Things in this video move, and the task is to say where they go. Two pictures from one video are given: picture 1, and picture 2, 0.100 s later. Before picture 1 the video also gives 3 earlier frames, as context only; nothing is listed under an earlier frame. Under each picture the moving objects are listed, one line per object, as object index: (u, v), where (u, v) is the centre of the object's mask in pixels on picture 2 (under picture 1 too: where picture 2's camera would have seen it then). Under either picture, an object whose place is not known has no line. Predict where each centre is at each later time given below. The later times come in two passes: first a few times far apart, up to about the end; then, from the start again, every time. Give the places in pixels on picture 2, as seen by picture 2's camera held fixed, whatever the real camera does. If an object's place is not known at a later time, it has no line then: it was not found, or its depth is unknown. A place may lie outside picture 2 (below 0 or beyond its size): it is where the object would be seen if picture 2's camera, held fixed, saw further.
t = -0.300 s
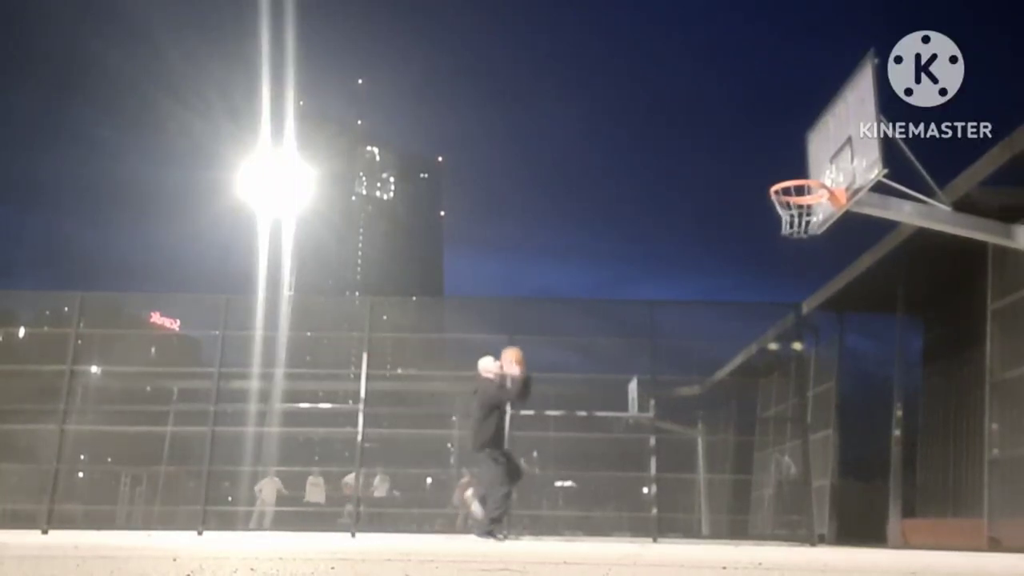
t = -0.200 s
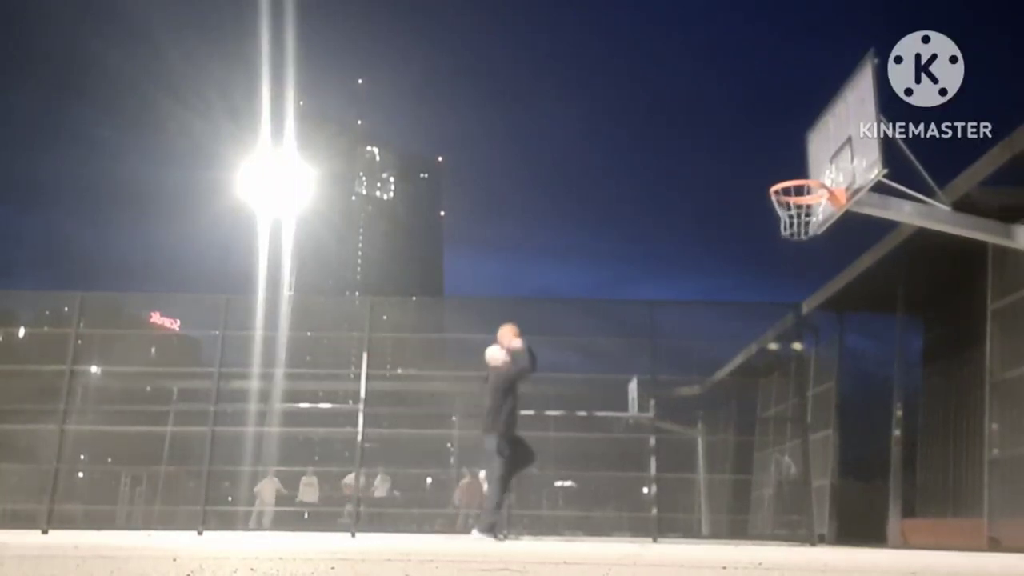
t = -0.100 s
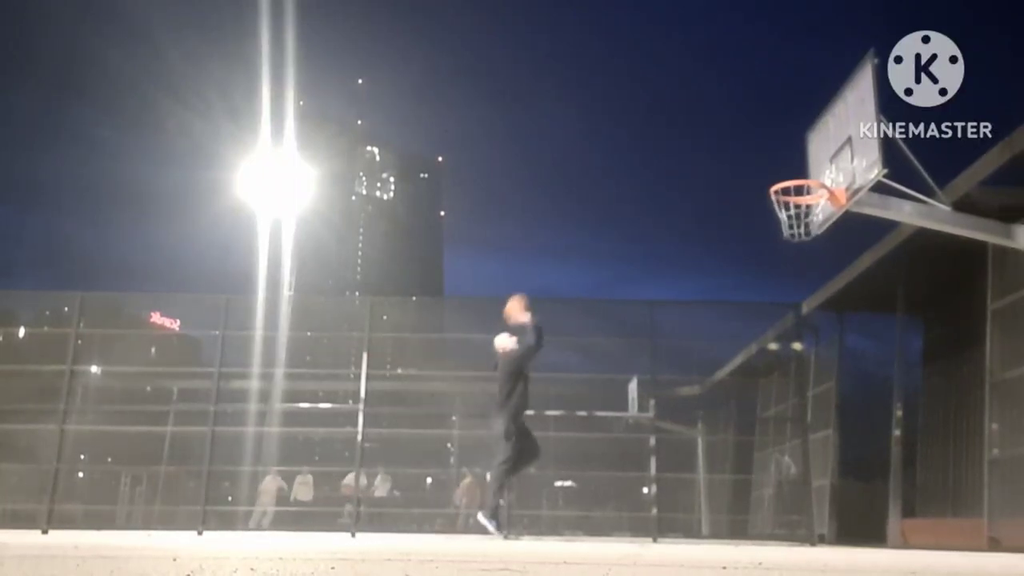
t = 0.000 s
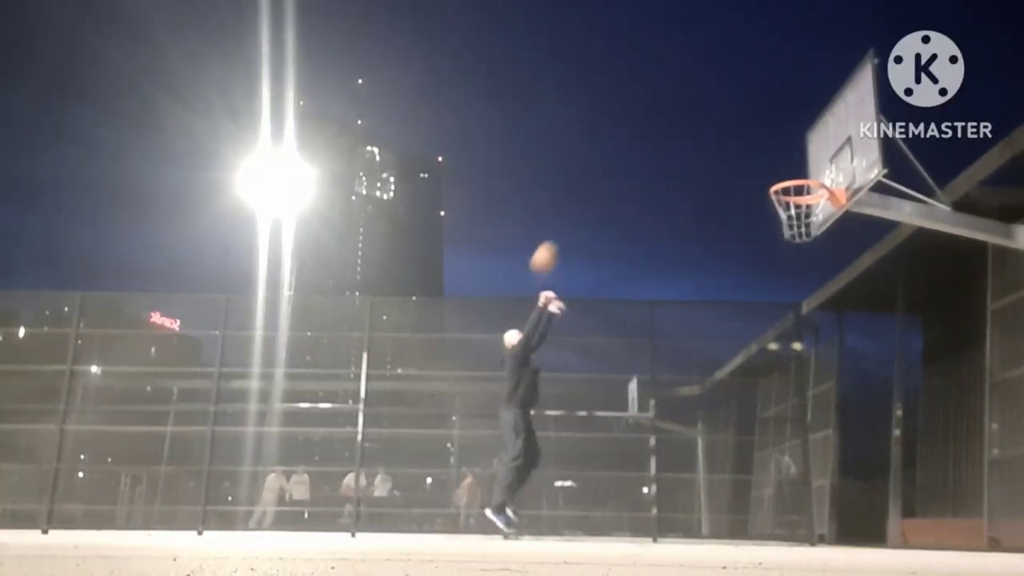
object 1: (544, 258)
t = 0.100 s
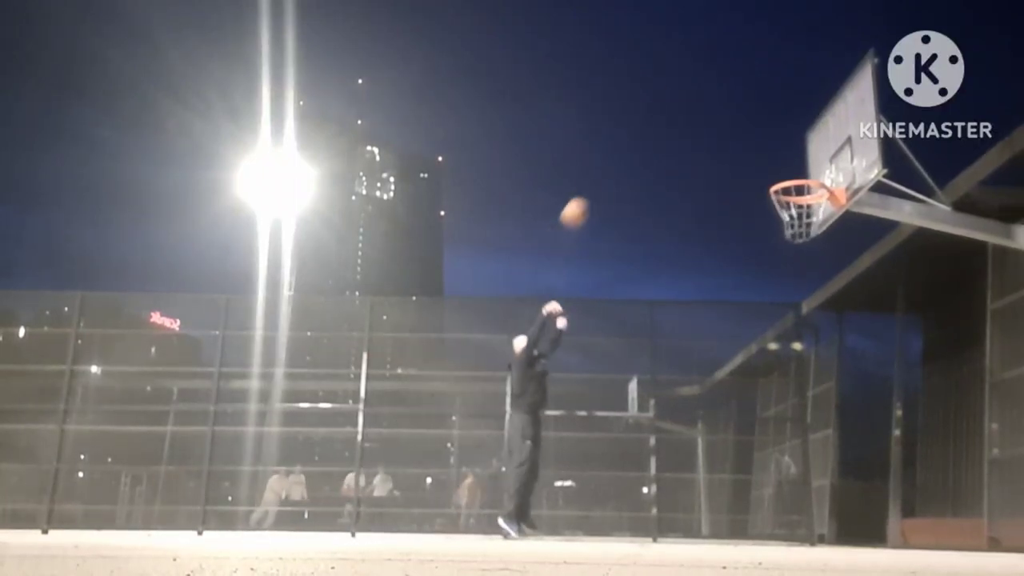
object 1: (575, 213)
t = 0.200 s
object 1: (605, 177)
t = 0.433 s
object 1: (677, 128)
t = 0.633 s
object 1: (743, 126)
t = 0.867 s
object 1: (826, 174)
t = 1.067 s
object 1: (793, 139)
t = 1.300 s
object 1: (752, 145)
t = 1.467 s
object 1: (724, 185)
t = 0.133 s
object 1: (584, 200)
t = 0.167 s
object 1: (595, 188)
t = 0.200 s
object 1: (605, 177)
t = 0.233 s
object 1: (615, 167)
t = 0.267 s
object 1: (625, 158)
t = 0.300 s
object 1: (636, 150)
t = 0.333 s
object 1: (646, 143)
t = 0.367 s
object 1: (656, 137)
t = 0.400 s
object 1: (666, 132)
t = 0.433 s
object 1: (677, 128)
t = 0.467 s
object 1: (688, 125)
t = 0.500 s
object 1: (698, 123)
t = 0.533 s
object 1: (709, 122)
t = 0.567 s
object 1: (720, 122)
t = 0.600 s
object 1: (731, 123)
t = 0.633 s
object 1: (743, 126)
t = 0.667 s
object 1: (754, 129)
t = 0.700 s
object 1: (766, 134)
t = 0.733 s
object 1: (778, 139)
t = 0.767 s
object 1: (790, 146)
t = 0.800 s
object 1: (801, 153)
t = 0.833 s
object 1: (813, 163)
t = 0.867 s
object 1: (826, 174)
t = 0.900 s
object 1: (822, 168)
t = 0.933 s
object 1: (816, 160)
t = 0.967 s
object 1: (809, 153)
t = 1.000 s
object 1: (804, 147)
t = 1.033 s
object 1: (798, 143)
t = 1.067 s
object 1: (793, 139)
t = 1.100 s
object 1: (787, 137)
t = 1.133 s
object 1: (782, 135)
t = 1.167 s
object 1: (775, 135)
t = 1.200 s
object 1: (770, 136)
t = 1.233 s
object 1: (764, 138)
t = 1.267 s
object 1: (758, 141)
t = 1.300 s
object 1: (752, 145)
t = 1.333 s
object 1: (747, 151)
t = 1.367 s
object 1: (741, 158)
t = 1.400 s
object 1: (735, 165)
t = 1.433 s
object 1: (729, 175)
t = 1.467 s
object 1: (724, 185)
